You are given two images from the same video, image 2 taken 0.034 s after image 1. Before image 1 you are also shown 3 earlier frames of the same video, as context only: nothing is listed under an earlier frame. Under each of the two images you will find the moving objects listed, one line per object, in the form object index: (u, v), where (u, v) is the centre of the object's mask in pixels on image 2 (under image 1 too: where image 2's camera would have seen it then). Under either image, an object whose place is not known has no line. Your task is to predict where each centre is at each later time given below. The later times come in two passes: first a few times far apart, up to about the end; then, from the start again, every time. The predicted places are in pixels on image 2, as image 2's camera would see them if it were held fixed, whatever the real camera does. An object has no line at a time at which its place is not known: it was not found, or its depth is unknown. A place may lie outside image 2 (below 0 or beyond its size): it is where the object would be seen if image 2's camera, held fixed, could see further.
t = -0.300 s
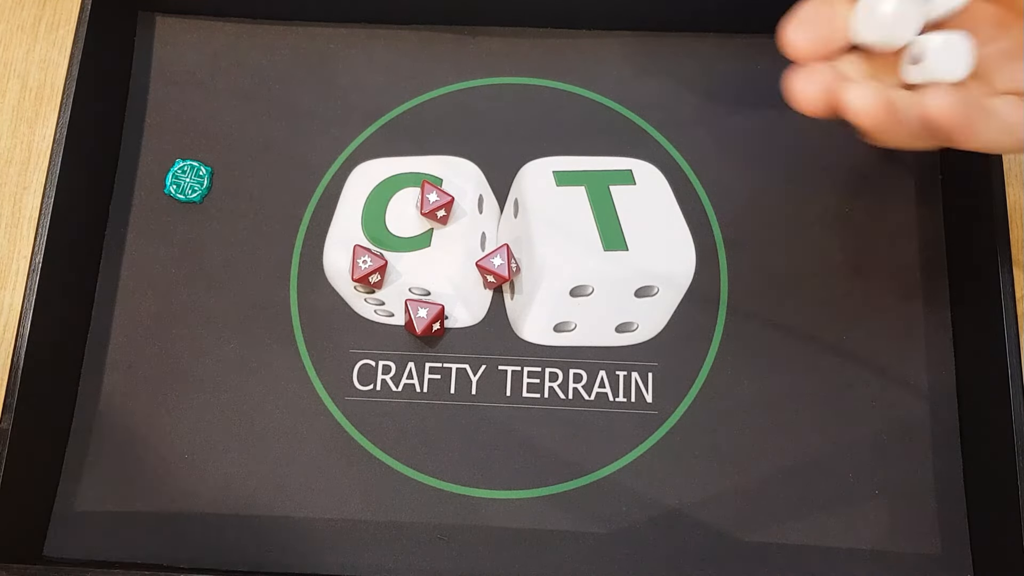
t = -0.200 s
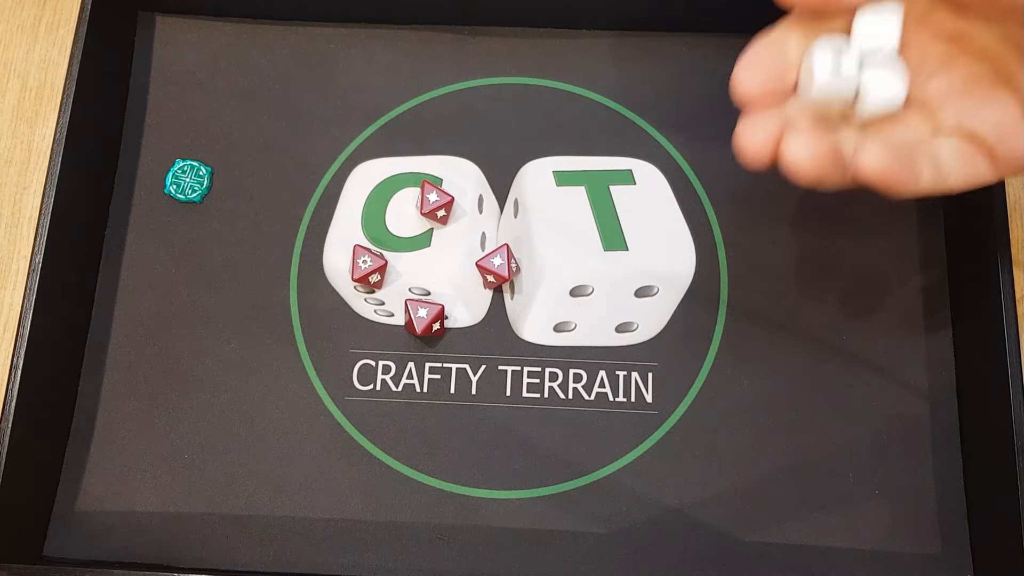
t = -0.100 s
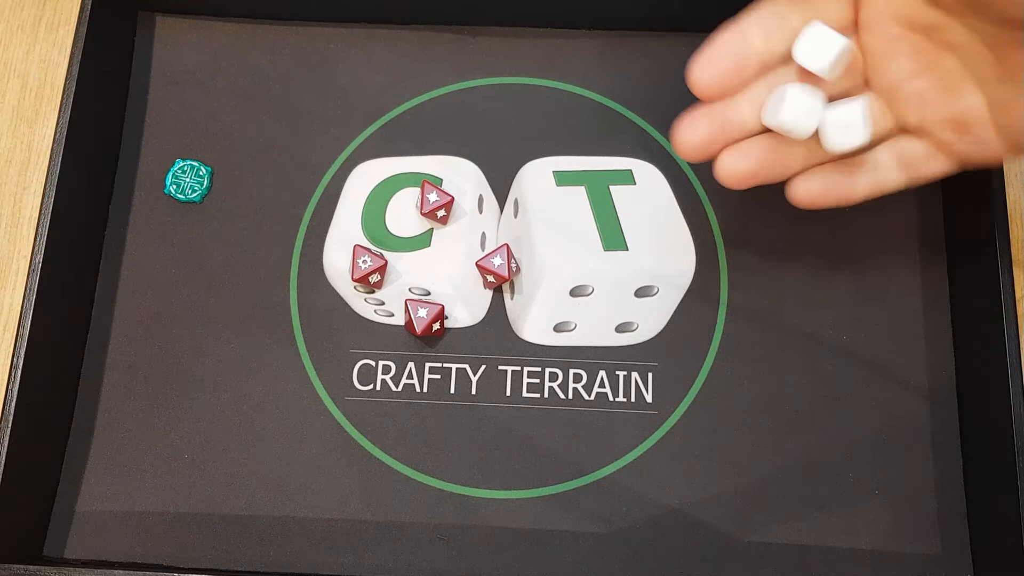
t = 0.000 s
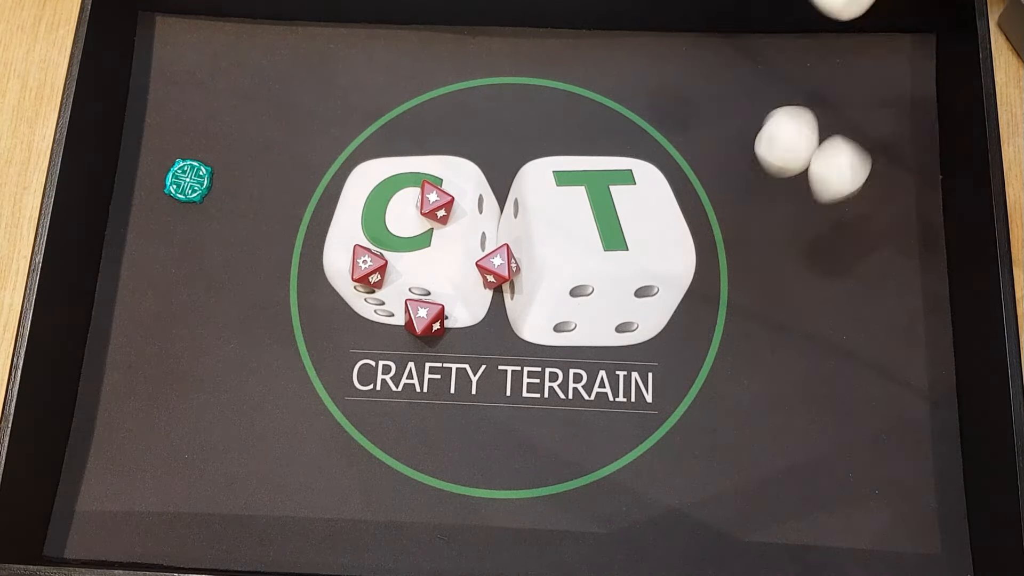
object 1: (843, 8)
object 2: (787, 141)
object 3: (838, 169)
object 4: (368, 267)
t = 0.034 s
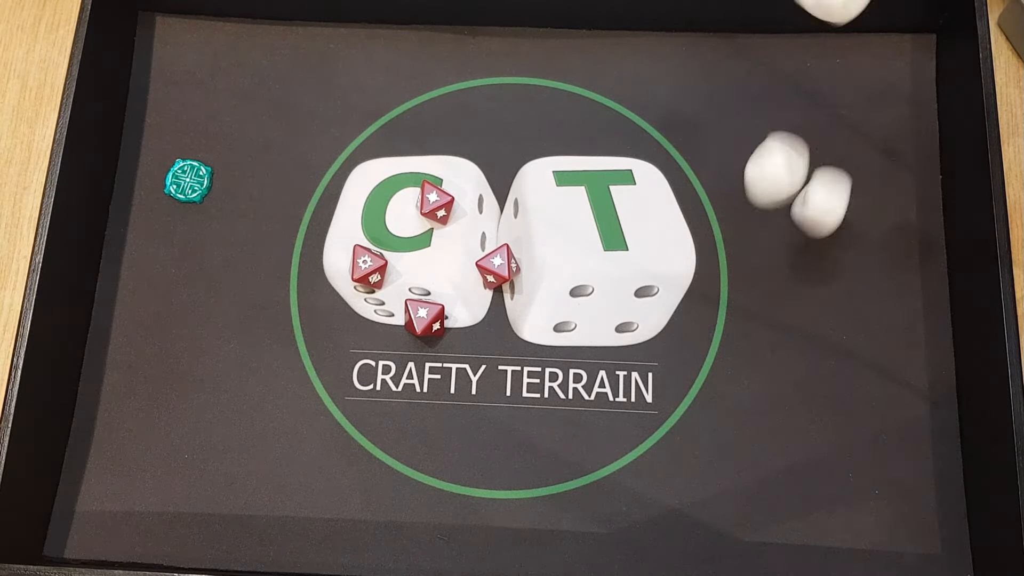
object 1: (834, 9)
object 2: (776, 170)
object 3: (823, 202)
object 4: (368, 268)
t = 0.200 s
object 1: (696, 219)
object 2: (736, 285)
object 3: (850, 328)
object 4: (367, 266)
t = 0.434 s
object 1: (491, 471)
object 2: (744, 350)
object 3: (936, 439)
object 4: (367, 265)
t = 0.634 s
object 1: (359, 430)
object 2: (772, 330)
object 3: (928, 449)
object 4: (367, 265)
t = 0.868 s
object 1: (310, 331)
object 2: (772, 330)
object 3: (928, 449)
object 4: (367, 265)
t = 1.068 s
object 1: (317, 292)
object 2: (772, 330)
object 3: (928, 449)
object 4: (367, 265)
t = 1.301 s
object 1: (343, 283)
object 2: (772, 330)
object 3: (928, 449)
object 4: (378, 262)
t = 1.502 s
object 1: (343, 283)
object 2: (772, 330)
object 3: (928, 449)
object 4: (378, 262)
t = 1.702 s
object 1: (343, 283)
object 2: (772, 330)
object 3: (928, 449)
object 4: (378, 263)
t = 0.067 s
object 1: (815, 22)
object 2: (759, 208)
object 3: (828, 219)
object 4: (367, 266)
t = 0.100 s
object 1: (792, 50)
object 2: (741, 247)
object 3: (844, 236)
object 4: (367, 266)
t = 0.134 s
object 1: (758, 107)
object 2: (740, 258)
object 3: (855, 261)
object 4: (367, 265)
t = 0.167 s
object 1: (725, 166)
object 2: (741, 269)
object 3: (855, 293)
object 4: (367, 266)
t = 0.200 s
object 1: (696, 219)
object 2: (736, 285)
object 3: (850, 328)
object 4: (367, 266)
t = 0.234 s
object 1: (677, 237)
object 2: (725, 311)
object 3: (872, 343)
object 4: (367, 265)
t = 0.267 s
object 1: (652, 257)
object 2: (714, 337)
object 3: (889, 359)
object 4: (367, 265)
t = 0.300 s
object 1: (621, 287)
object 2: (722, 339)
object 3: (908, 375)
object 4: (367, 265)
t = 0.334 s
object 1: (587, 334)
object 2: (724, 344)
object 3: (929, 394)
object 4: (367, 265)
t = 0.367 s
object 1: (558, 377)
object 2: (722, 352)
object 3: (942, 409)
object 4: (367, 265)
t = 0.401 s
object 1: (525, 424)
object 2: (733, 354)
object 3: (941, 425)
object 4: (367, 265)
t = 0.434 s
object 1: (491, 471)
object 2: (744, 350)
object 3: (936, 439)
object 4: (367, 265)
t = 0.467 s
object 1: (455, 528)
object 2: (752, 346)
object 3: (932, 446)
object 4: (367, 265)
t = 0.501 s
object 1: (425, 544)
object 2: (761, 339)
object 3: (928, 450)
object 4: (367, 265)
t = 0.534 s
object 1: (406, 511)
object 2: (768, 332)
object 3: (928, 449)
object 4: (367, 265)
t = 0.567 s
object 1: (389, 481)
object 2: (772, 330)
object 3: (928, 449)
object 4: (367, 265)
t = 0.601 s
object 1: (375, 453)
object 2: (772, 330)
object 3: (928, 449)
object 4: (367, 265)
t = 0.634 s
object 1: (359, 430)
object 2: (772, 330)
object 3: (928, 449)
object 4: (367, 265)
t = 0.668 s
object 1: (347, 415)
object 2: (772, 330)
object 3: (928, 449)
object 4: (367, 265)
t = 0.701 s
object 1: (333, 397)
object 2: (772, 330)
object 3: (928, 449)
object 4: (367, 265)
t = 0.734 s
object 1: (325, 382)
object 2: (772, 330)
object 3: (928, 449)
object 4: (367, 265)
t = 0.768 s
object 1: (319, 370)
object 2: (772, 330)
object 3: (928, 449)
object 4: (367, 265)
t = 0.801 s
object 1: (311, 357)
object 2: (772, 330)
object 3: (928, 449)
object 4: (367, 265)
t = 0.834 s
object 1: (310, 342)
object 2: (772, 330)
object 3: (928, 448)
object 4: (367, 265)
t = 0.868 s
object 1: (310, 331)
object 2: (772, 330)
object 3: (928, 449)
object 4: (367, 265)
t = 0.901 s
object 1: (309, 324)
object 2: (772, 330)
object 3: (928, 449)
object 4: (367, 265)
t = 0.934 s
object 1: (309, 318)
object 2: (772, 330)
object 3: (928, 449)
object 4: (367, 265)
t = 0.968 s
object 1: (308, 310)
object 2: (772, 330)
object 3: (928, 449)
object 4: (367, 265)
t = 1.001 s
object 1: (310, 302)
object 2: (772, 330)
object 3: (928, 449)
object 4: (367, 265)
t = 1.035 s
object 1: (313, 296)
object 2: (772, 330)
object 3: (928, 449)
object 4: (367, 265)
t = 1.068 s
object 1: (317, 292)
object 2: (772, 330)
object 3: (928, 449)
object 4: (367, 265)
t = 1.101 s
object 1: (324, 289)
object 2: (772, 330)
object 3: (928, 449)
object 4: (367, 265)
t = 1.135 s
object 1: (333, 286)
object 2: (772, 330)
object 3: (928, 449)
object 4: (368, 264)
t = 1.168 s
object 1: (336, 287)
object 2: (772, 330)
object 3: (928, 449)
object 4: (375, 262)
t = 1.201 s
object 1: (340, 287)
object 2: (772, 330)
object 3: (928, 449)
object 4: (378, 262)
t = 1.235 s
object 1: (344, 285)
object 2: (772, 330)
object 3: (928, 449)
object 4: (378, 262)
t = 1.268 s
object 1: (343, 283)
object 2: (772, 330)
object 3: (928, 449)
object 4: (378, 262)
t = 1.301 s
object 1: (343, 283)
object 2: (772, 330)
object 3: (928, 449)
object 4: (378, 262)
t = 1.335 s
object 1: (343, 283)
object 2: (772, 330)
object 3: (928, 448)
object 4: (378, 262)
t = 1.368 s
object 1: (343, 283)
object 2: (772, 330)
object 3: (928, 449)
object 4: (378, 262)
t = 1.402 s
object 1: (343, 283)
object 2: (772, 330)
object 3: (928, 449)
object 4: (378, 262)
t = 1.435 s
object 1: (343, 283)
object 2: (772, 330)
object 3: (928, 449)
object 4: (378, 262)
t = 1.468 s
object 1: (343, 283)
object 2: (772, 330)
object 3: (928, 449)
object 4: (378, 262)
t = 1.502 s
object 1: (343, 283)
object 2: (772, 330)
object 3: (928, 449)
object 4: (378, 262)
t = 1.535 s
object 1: (343, 283)
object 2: (772, 330)
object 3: (928, 449)
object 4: (378, 262)
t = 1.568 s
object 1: (343, 283)
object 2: (772, 330)
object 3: (928, 449)
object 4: (378, 262)
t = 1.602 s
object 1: (343, 283)
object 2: (772, 330)
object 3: (928, 449)
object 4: (378, 262)
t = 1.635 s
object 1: (343, 283)
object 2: (772, 330)
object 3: (928, 449)
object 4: (378, 262)
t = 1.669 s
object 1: (343, 283)
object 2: (772, 330)
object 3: (928, 449)
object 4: (378, 262)
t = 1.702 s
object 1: (343, 283)
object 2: (772, 330)
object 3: (928, 449)
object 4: (378, 263)
